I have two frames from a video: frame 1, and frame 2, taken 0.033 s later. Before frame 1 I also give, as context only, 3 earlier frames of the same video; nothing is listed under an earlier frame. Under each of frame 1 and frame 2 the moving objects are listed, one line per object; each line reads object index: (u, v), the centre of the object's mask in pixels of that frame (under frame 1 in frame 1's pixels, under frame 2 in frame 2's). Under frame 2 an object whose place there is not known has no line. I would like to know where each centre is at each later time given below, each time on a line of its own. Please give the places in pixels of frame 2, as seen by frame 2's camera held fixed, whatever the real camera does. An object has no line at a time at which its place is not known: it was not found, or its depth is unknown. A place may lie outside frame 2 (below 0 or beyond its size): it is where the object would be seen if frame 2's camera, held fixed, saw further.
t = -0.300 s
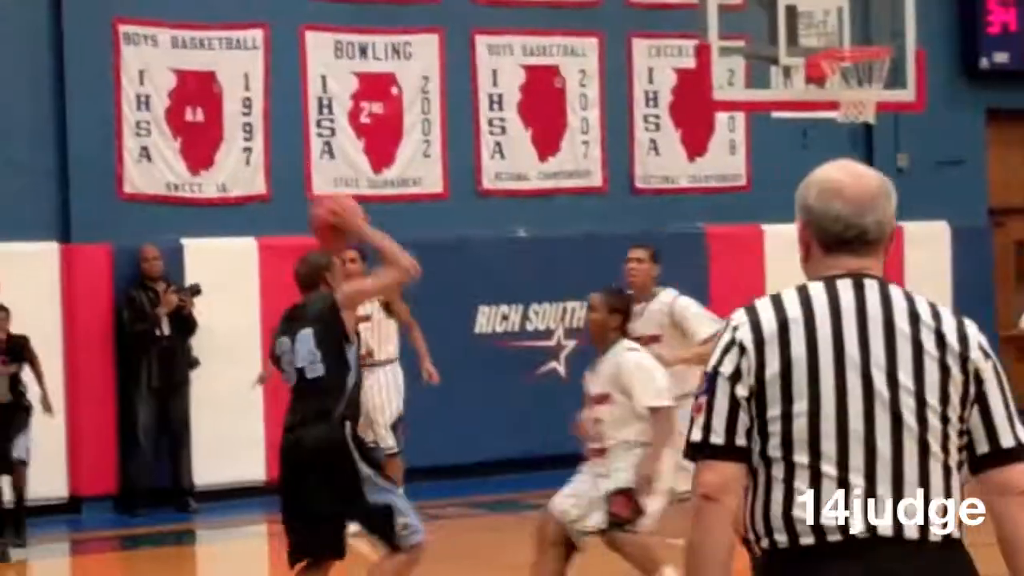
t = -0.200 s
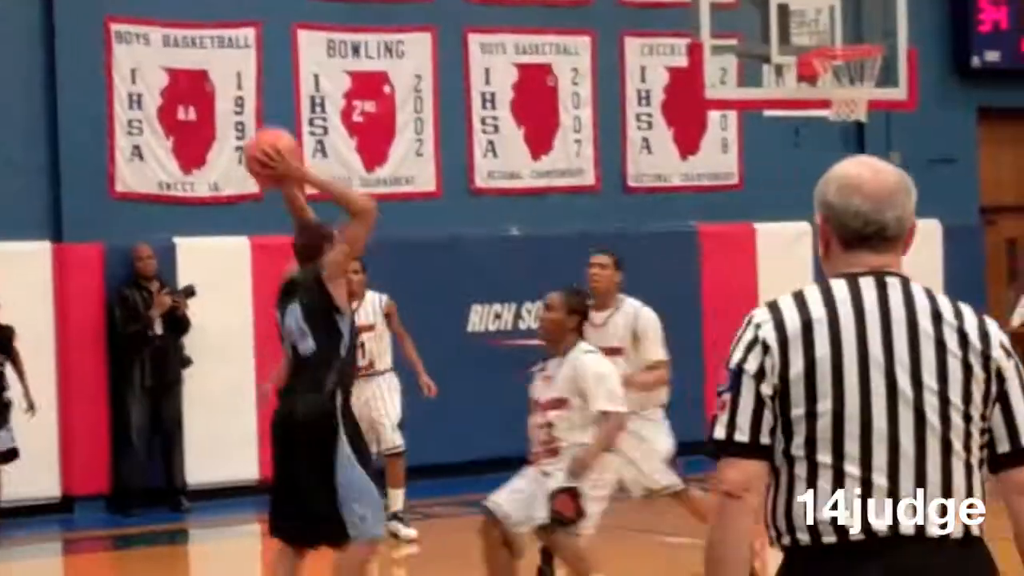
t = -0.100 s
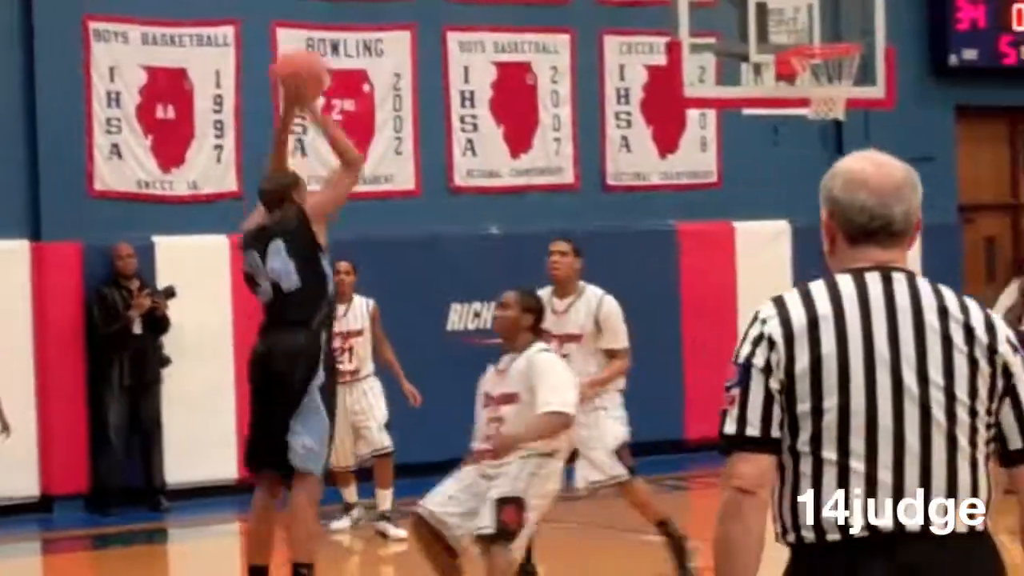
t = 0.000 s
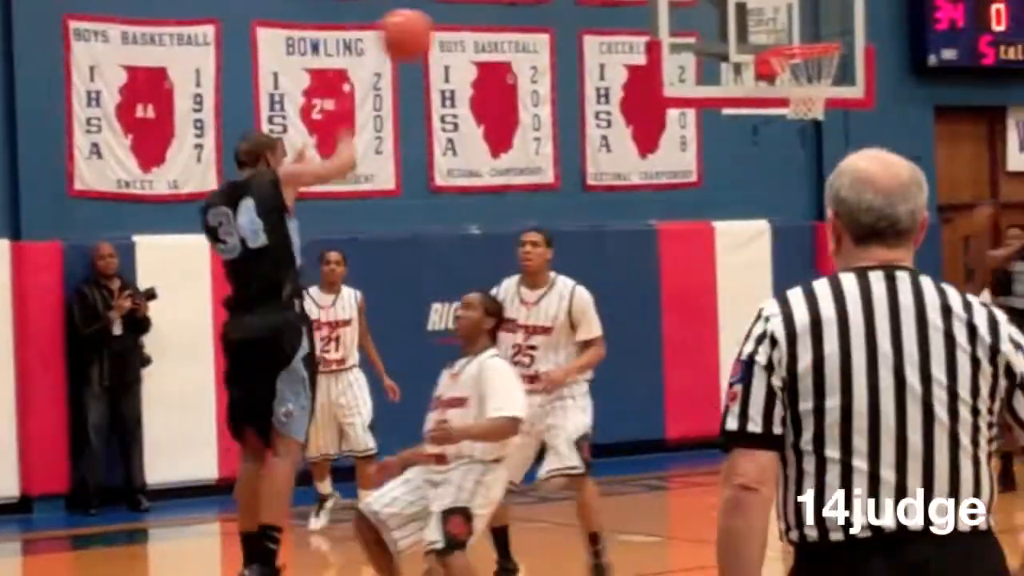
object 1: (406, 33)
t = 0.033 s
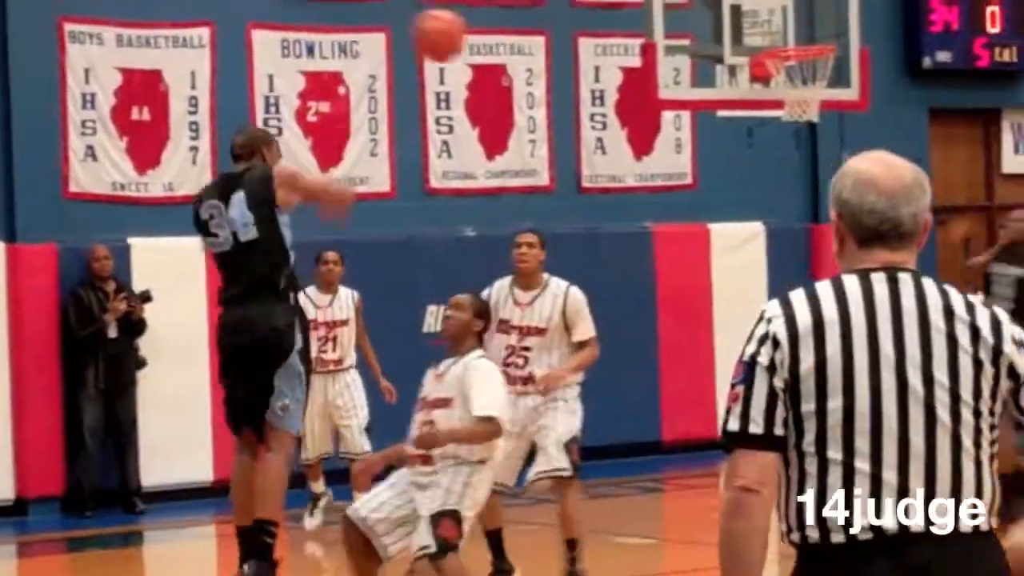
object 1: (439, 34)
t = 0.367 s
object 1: (748, 116)
